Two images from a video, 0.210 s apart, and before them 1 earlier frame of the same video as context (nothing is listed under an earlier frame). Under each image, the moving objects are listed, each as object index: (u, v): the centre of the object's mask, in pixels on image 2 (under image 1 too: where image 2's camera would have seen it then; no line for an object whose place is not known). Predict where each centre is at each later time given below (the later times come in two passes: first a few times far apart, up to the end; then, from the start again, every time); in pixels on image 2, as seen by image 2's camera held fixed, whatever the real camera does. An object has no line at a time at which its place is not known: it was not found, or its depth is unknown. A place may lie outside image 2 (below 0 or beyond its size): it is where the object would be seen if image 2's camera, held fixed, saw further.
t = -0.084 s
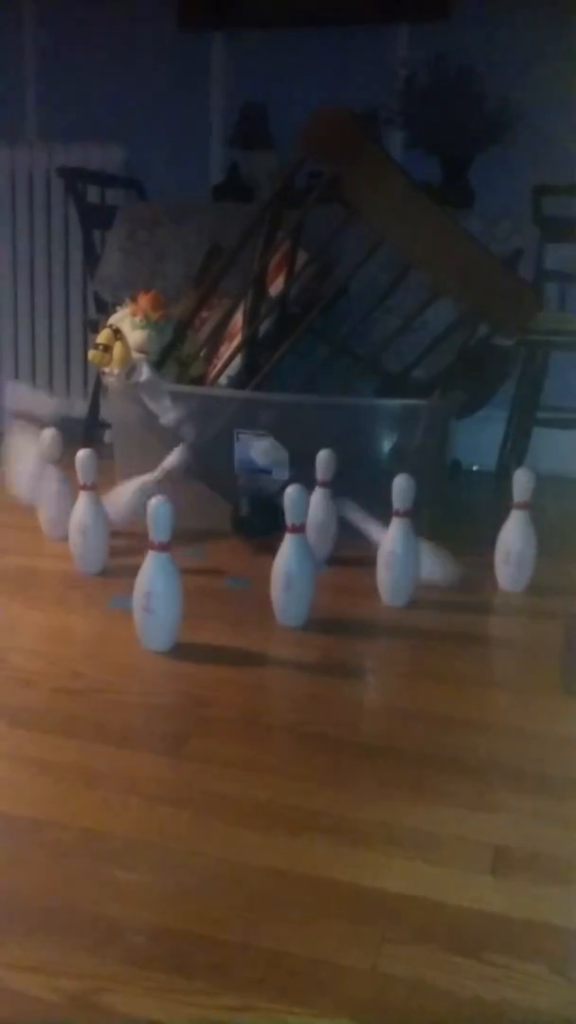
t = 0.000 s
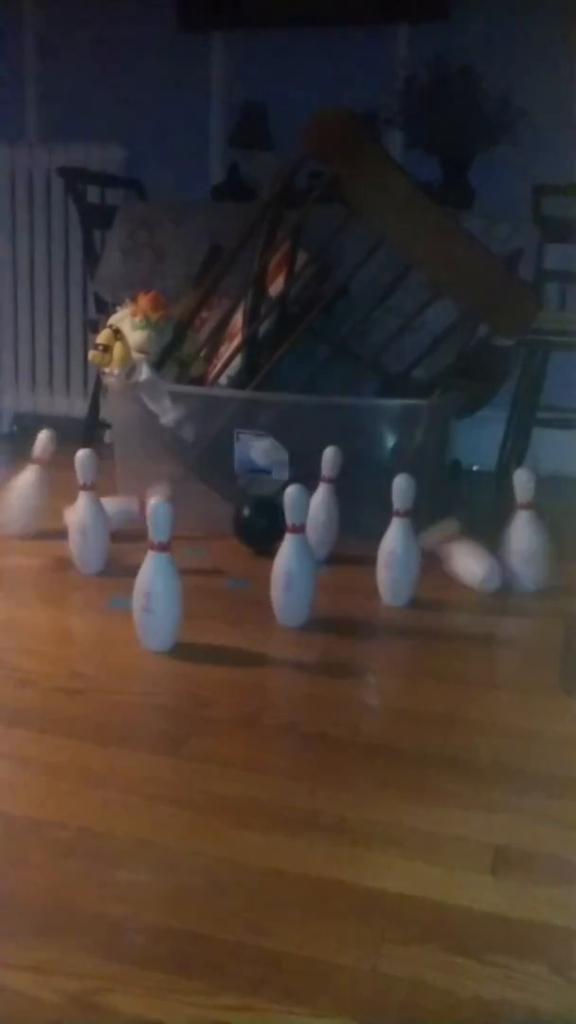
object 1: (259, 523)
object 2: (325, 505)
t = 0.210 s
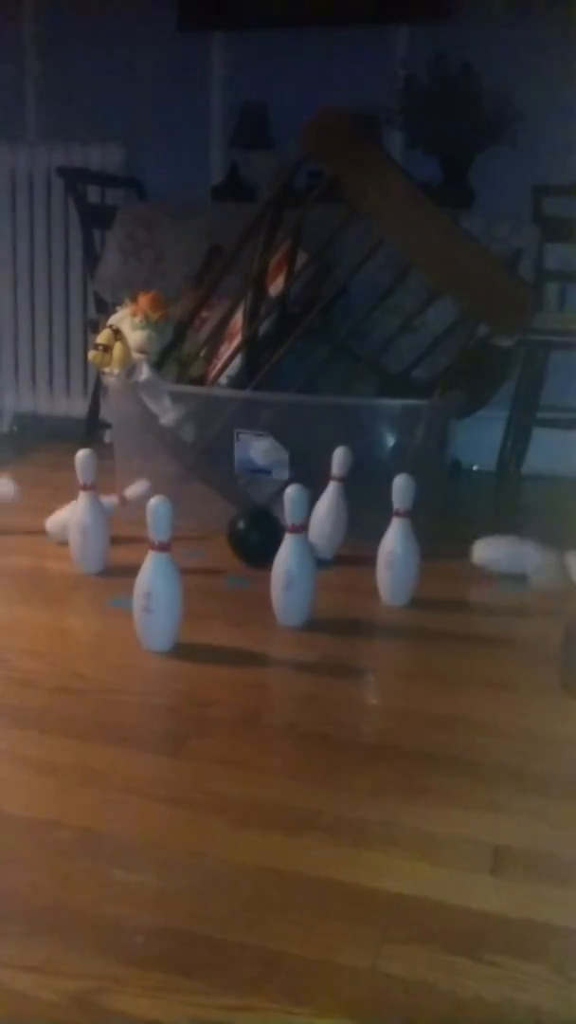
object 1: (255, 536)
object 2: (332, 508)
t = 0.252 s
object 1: (253, 538)
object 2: (333, 509)
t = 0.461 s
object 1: (228, 545)
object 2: (343, 512)
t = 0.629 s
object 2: (357, 517)
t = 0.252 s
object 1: (253, 538)
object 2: (333, 509)
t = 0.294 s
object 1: (250, 538)
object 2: (334, 510)
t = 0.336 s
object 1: (245, 540)
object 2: (336, 510)
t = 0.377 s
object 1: (240, 542)
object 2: (338, 511)
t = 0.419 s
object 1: (234, 544)
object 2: (341, 511)
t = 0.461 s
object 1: (228, 545)
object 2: (343, 512)
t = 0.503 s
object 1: (221, 546)
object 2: (346, 513)
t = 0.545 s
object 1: (213, 547)
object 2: (349, 513)
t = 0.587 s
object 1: (206, 548)
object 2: (353, 514)
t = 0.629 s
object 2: (357, 517)
